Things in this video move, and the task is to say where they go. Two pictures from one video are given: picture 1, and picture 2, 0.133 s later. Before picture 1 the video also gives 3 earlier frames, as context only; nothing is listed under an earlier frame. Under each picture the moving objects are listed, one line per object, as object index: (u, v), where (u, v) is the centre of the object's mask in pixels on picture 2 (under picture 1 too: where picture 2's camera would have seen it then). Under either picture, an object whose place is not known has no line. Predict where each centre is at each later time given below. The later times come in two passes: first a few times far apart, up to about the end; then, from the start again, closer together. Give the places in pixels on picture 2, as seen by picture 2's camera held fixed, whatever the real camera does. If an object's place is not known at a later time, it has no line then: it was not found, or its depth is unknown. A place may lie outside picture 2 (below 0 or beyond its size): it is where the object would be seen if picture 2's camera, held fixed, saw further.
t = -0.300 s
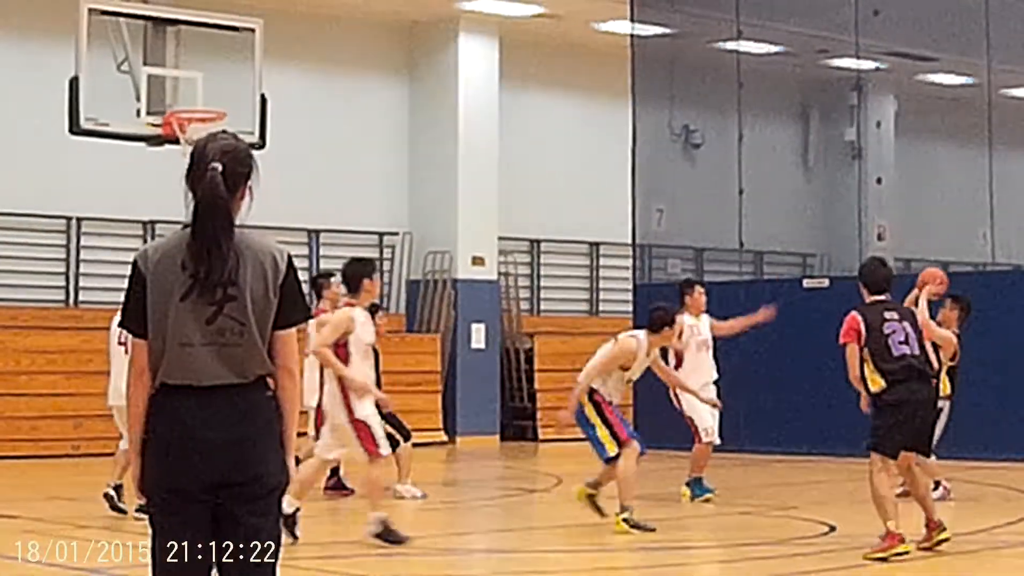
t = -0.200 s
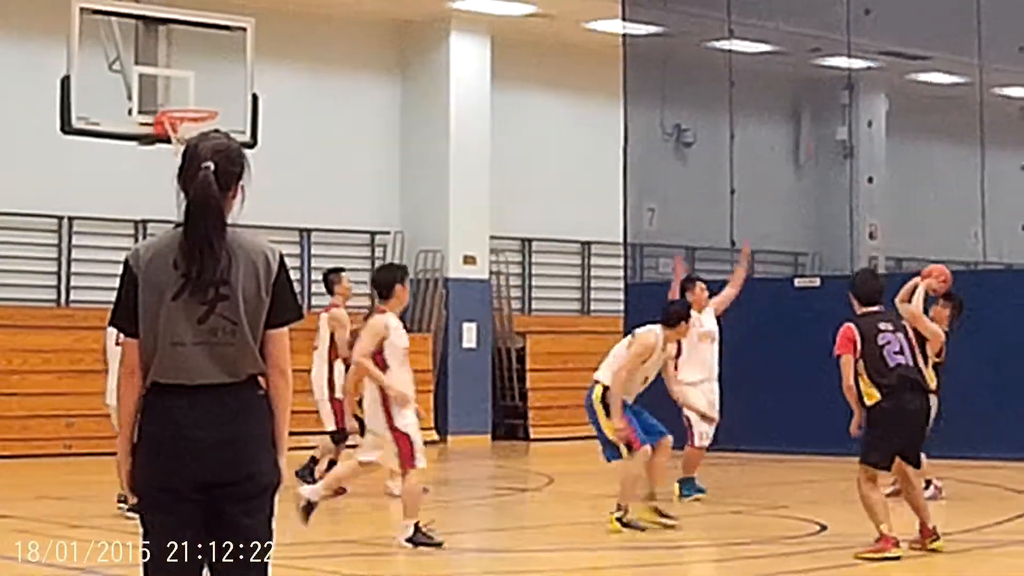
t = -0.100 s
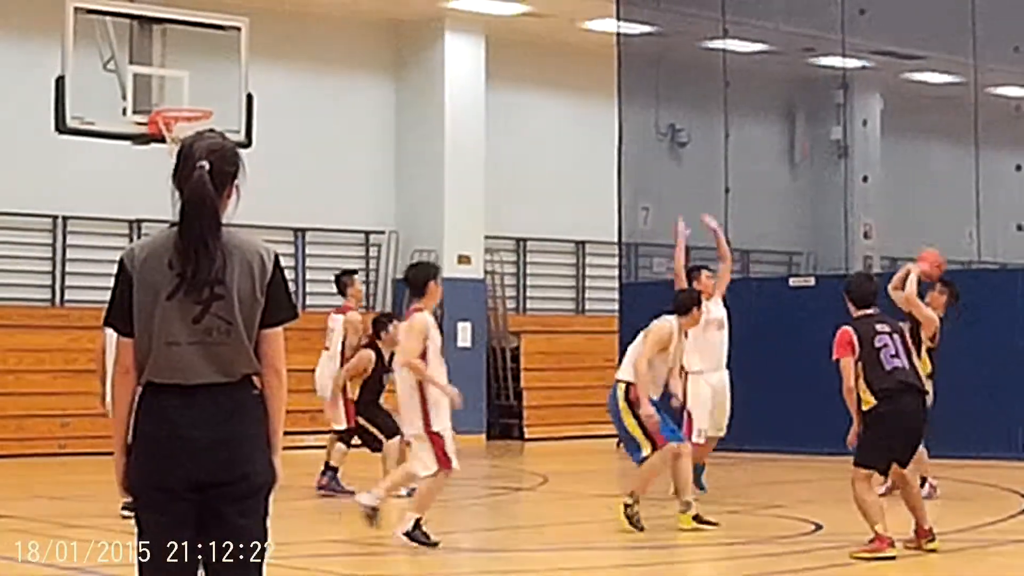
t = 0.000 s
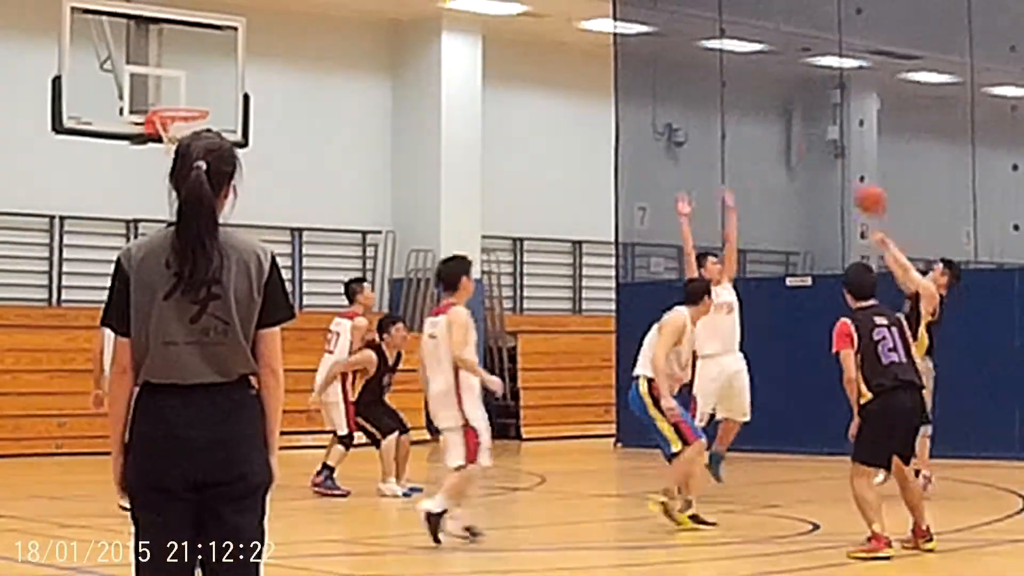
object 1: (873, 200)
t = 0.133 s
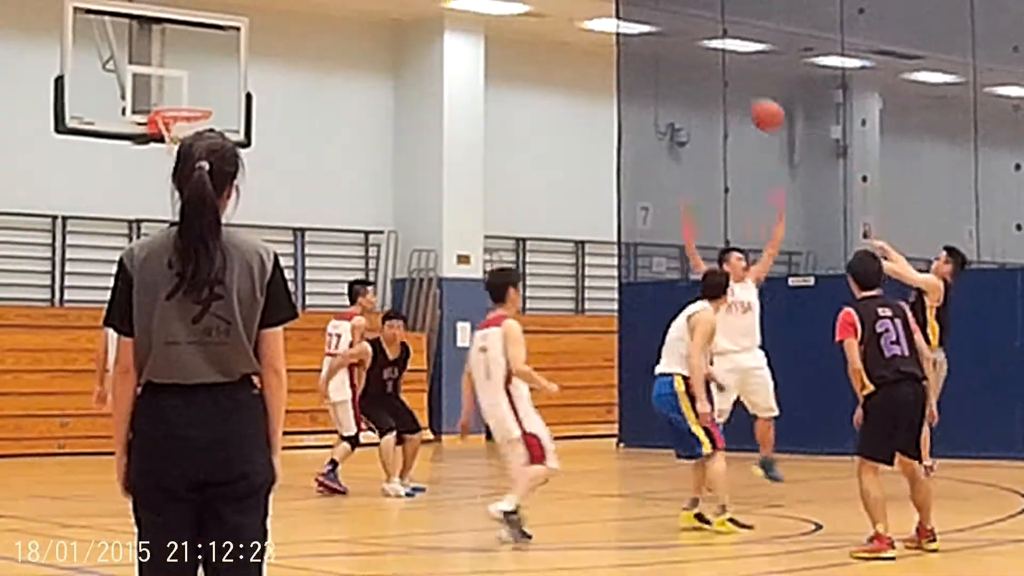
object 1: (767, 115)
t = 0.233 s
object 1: (688, 68)
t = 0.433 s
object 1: (536, 14)
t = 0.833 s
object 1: (263, 46)
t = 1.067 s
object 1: (166, 45)
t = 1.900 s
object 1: (147, 33)
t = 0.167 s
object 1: (740, 97)
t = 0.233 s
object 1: (688, 68)
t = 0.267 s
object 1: (664, 55)
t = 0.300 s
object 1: (640, 47)
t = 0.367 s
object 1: (585, 27)
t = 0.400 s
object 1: (561, 20)
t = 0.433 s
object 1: (536, 14)
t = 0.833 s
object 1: (263, 46)
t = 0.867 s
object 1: (238, 58)
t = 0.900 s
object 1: (216, 70)
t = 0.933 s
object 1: (193, 84)
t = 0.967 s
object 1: (171, 98)
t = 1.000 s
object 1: (168, 84)
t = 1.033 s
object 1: (167, 65)
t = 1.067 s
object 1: (166, 45)
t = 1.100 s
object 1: (166, 29)
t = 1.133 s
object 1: (166, 14)
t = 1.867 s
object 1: (147, 16)
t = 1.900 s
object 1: (147, 33)
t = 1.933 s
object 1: (145, 53)
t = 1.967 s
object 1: (144, 78)
